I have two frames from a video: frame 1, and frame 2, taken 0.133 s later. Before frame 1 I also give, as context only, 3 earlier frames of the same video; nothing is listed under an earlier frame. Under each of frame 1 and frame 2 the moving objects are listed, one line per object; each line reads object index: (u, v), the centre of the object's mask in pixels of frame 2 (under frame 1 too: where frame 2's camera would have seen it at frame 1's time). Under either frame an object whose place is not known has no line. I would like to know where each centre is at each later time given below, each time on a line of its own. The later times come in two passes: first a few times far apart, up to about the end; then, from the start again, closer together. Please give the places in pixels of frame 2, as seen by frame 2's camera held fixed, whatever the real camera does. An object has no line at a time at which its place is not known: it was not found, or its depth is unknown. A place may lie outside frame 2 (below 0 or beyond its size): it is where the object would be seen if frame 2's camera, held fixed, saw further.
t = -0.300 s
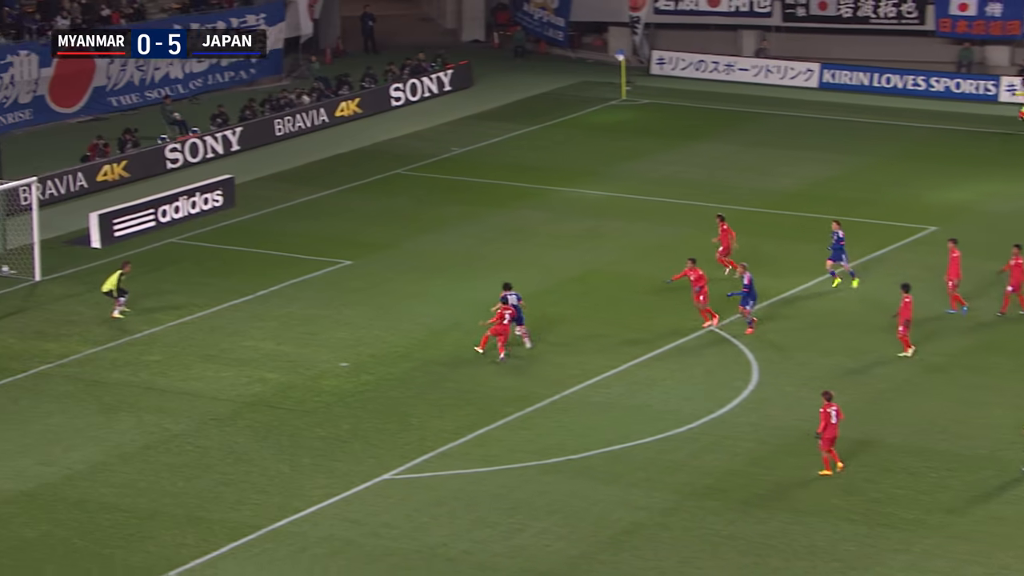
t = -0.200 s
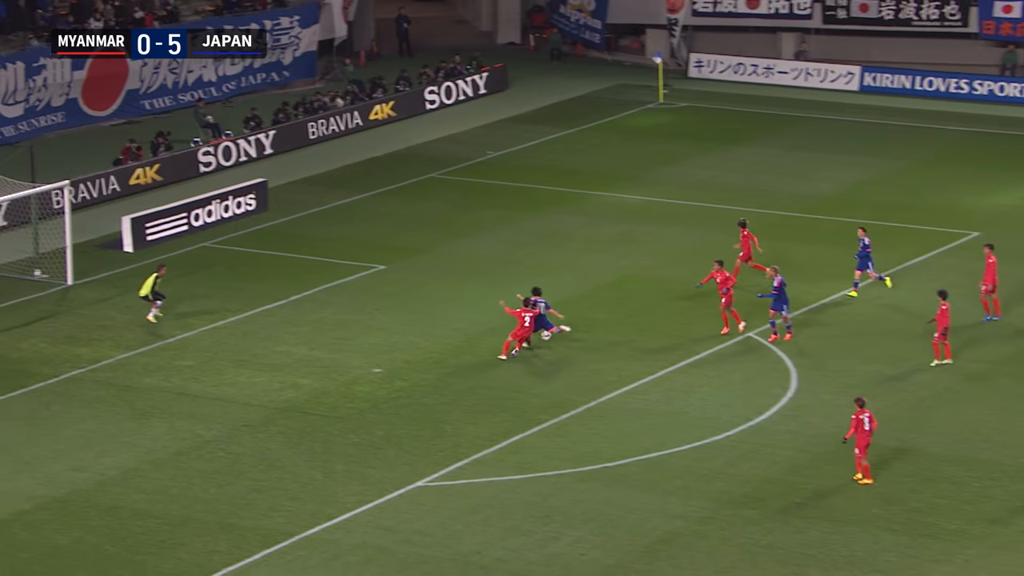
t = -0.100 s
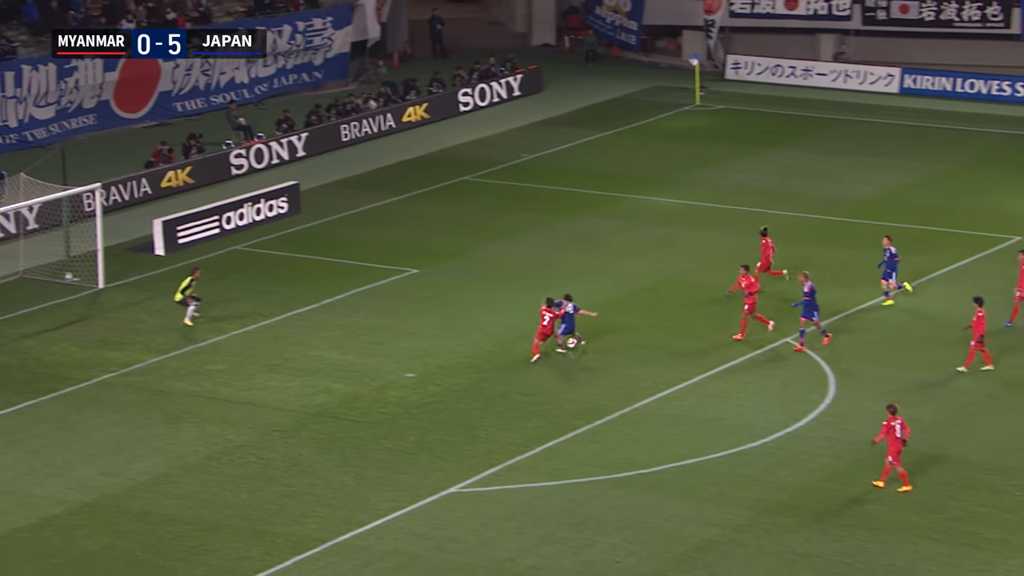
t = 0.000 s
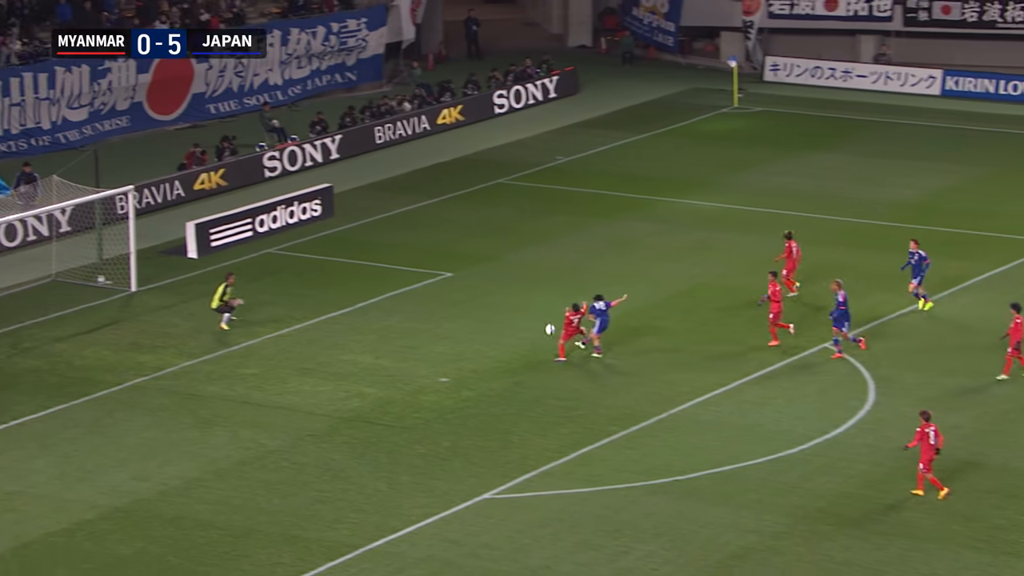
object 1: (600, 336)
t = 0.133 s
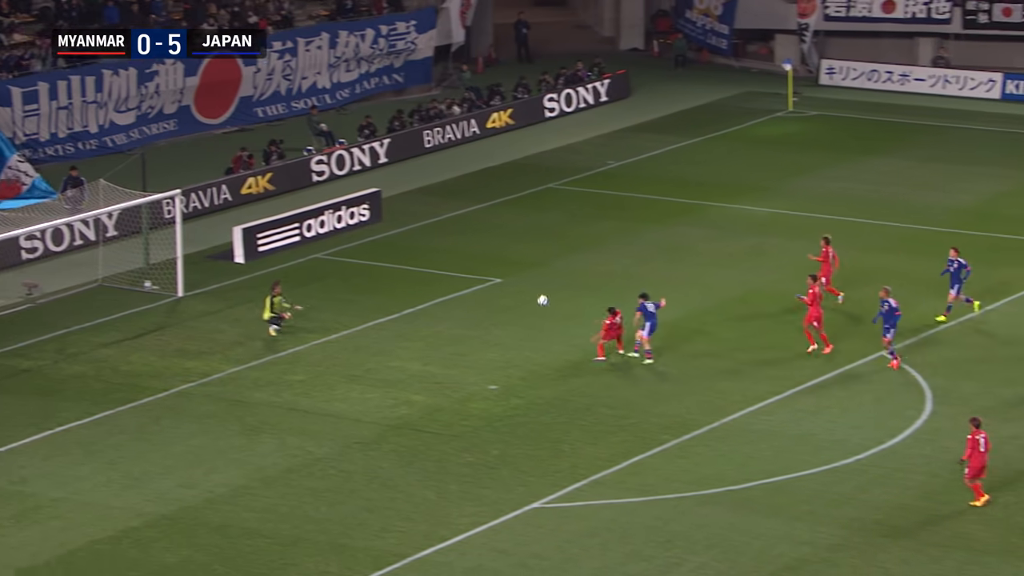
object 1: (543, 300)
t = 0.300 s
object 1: (473, 266)
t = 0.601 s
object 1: (351, 233)
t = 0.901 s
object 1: (230, 239)
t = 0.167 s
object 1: (528, 292)
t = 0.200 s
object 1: (514, 285)
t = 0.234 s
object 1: (500, 278)
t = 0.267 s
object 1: (486, 272)
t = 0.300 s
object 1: (473, 266)
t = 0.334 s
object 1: (459, 261)
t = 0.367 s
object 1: (446, 255)
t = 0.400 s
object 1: (432, 251)
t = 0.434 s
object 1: (419, 247)
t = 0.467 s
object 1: (405, 243)
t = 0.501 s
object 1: (392, 240)
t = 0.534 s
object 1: (379, 238)
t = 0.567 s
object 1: (365, 235)
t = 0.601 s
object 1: (351, 233)
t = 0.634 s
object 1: (338, 233)
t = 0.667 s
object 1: (325, 231)
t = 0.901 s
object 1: (230, 239)
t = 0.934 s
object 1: (217, 242)
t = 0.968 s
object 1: (204, 245)
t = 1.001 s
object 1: (191, 249)
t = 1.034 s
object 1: (178, 254)
